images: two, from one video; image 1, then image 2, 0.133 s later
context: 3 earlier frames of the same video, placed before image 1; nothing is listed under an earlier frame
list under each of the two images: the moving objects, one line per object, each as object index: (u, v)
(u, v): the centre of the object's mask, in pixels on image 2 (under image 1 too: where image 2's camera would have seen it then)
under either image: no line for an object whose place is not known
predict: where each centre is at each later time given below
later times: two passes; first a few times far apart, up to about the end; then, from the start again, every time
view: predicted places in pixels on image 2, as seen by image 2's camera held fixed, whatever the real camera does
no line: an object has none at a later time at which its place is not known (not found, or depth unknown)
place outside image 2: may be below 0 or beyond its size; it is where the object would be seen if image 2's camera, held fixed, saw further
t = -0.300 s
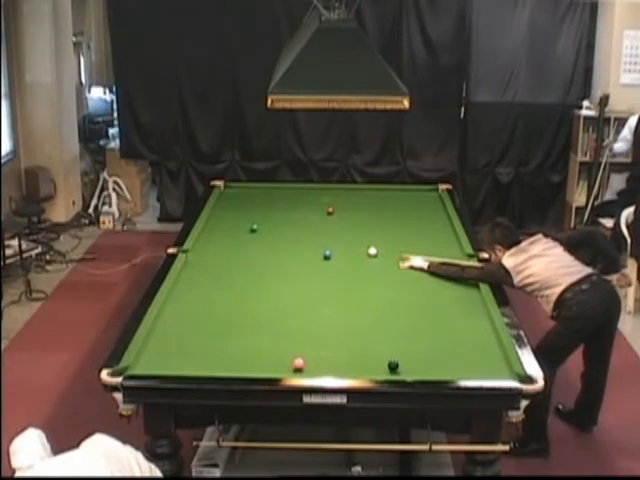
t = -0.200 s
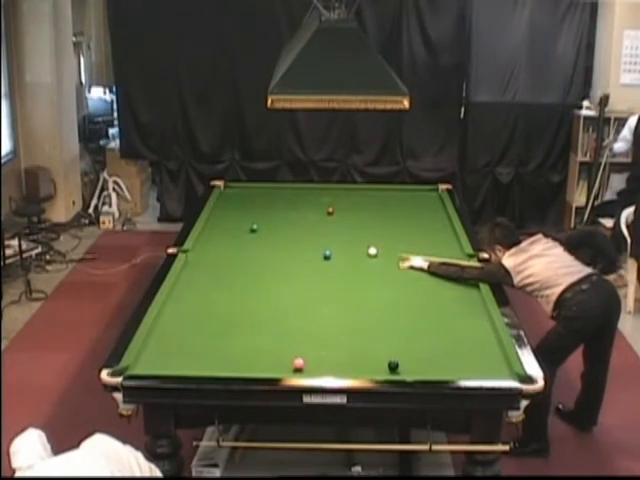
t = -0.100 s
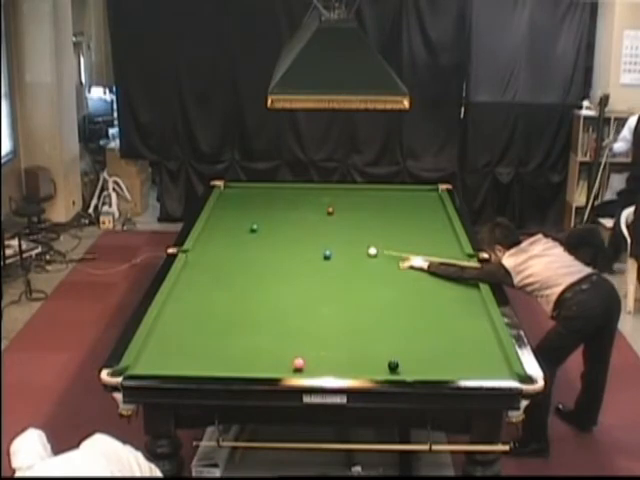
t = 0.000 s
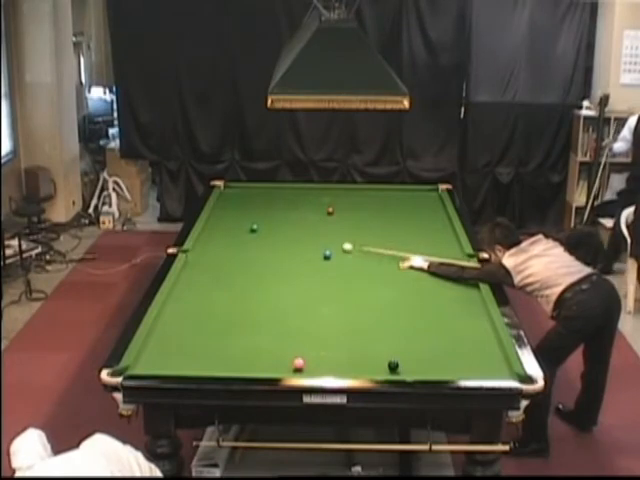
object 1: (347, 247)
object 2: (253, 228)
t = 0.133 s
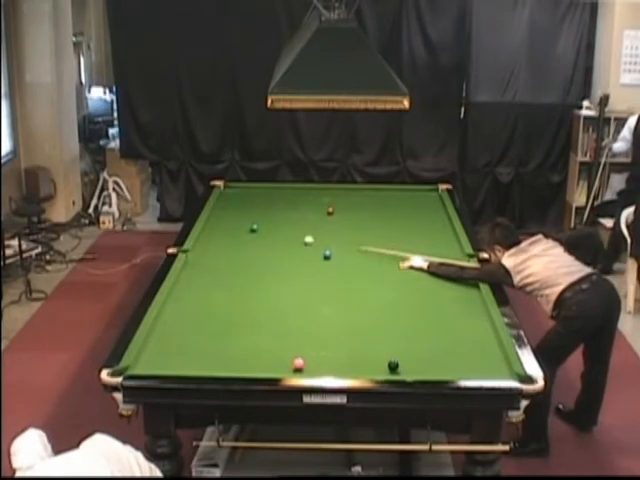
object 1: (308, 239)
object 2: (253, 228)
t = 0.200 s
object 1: (290, 236)
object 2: (253, 228)
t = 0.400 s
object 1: (240, 230)
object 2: (250, 225)
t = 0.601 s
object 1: (208, 230)
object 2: (243, 216)
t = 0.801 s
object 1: (240, 230)
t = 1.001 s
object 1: (268, 230)
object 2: (233, 204)
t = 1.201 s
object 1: (295, 231)
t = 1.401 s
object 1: (321, 231)
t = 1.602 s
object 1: (348, 231)
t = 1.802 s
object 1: (373, 231)
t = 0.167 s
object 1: (299, 238)
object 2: (253, 228)
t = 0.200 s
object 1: (290, 236)
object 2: (253, 228)
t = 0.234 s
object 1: (281, 234)
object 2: (253, 228)
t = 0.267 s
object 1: (272, 232)
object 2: (253, 228)
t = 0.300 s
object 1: (263, 231)
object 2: (253, 228)
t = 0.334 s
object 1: (254, 229)
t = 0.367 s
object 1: (247, 230)
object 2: (253, 225)
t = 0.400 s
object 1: (240, 230)
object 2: (250, 225)
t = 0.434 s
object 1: (233, 230)
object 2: (249, 223)
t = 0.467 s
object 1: (225, 230)
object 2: (248, 222)
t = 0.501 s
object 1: (218, 230)
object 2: (247, 220)
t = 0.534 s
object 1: (210, 230)
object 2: (246, 218)
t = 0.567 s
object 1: (203, 230)
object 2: (244, 218)
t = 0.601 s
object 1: (208, 230)
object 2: (243, 216)
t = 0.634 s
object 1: (214, 230)
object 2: (242, 216)
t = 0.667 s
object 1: (220, 230)
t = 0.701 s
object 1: (226, 230)
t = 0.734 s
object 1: (231, 230)
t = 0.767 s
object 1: (235, 230)
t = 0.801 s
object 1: (240, 230)
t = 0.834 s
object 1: (245, 230)
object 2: (237, 209)
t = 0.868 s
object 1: (249, 230)
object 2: (236, 208)
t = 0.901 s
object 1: (254, 230)
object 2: (236, 207)
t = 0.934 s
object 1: (259, 230)
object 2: (235, 206)
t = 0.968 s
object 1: (263, 230)
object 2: (234, 204)
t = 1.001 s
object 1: (268, 230)
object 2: (233, 204)
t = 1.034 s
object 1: (272, 230)
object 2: (232, 202)
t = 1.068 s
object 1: (277, 230)
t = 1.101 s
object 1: (281, 230)
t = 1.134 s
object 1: (286, 230)
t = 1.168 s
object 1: (291, 230)
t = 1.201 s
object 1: (295, 231)
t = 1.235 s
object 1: (299, 231)
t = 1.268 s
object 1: (304, 231)
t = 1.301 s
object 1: (308, 231)
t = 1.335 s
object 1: (313, 231)
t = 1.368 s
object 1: (317, 231)
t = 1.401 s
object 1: (321, 231)
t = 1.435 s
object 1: (326, 231)
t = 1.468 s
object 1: (330, 231)
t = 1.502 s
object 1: (335, 231)
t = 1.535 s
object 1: (339, 231)
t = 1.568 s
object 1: (343, 231)
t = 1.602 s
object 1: (348, 231)
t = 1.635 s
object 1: (352, 231)
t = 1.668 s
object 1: (356, 231)
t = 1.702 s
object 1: (361, 231)
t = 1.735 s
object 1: (365, 231)
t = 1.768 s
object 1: (369, 231)
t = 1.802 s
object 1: (373, 231)
